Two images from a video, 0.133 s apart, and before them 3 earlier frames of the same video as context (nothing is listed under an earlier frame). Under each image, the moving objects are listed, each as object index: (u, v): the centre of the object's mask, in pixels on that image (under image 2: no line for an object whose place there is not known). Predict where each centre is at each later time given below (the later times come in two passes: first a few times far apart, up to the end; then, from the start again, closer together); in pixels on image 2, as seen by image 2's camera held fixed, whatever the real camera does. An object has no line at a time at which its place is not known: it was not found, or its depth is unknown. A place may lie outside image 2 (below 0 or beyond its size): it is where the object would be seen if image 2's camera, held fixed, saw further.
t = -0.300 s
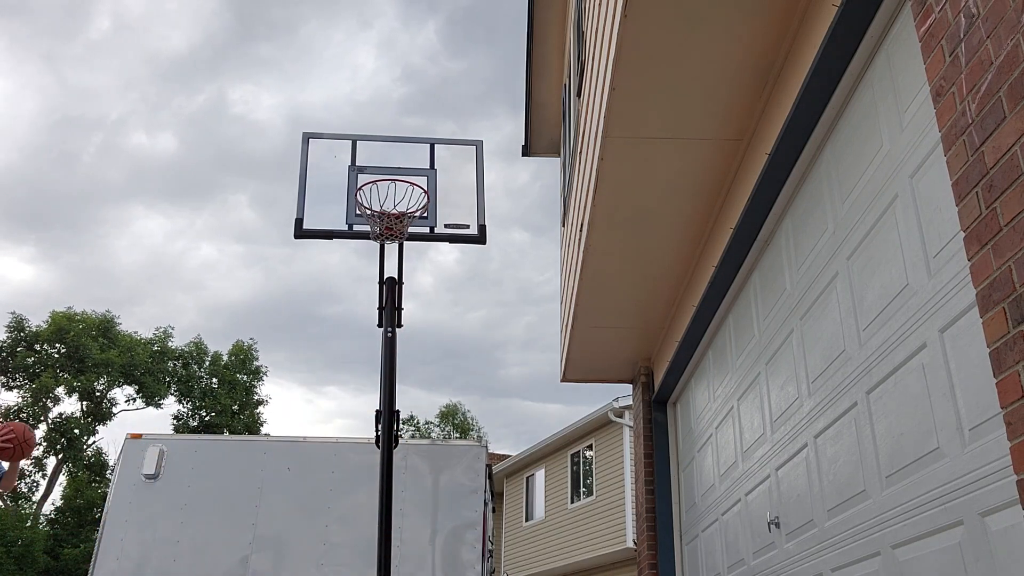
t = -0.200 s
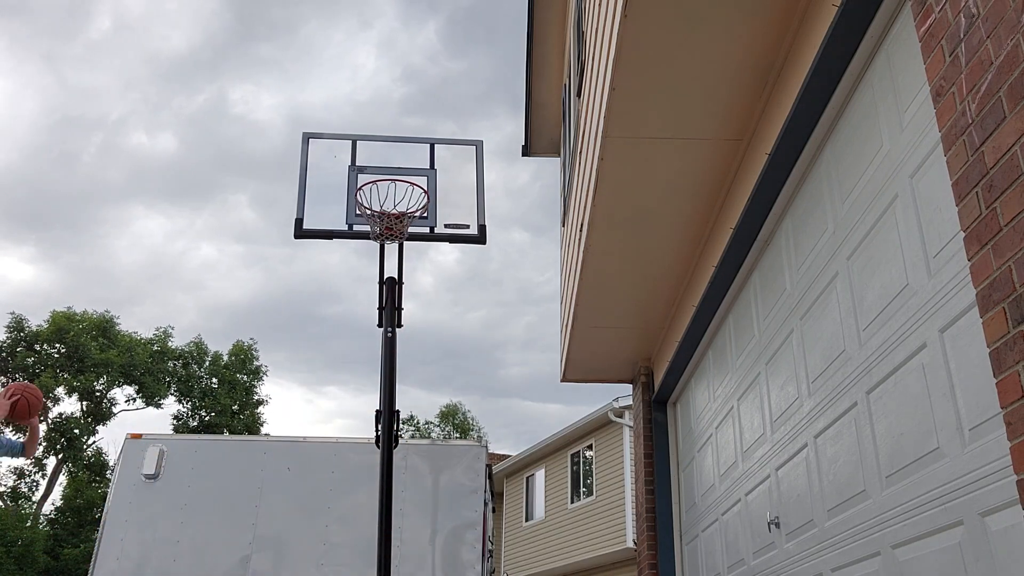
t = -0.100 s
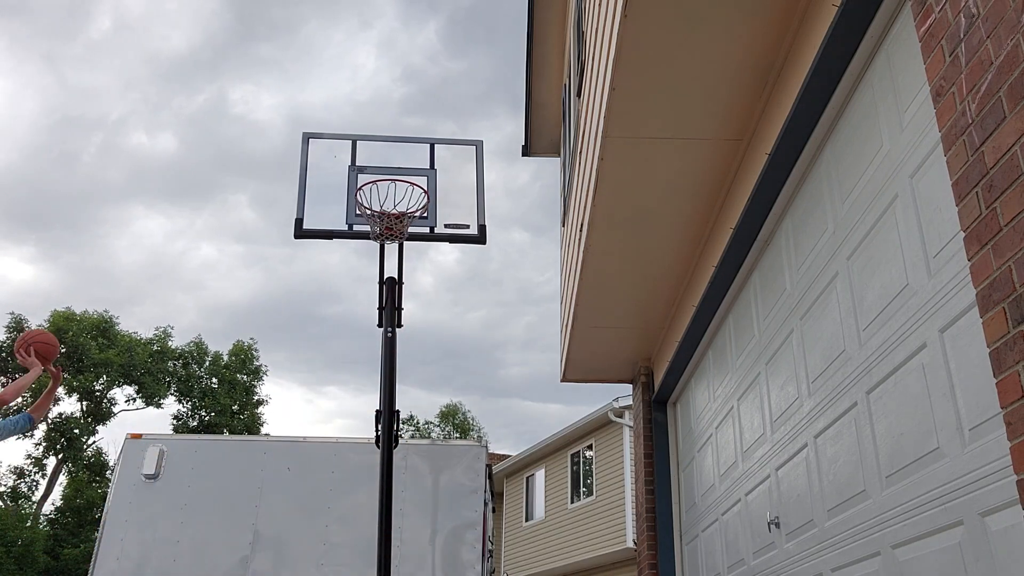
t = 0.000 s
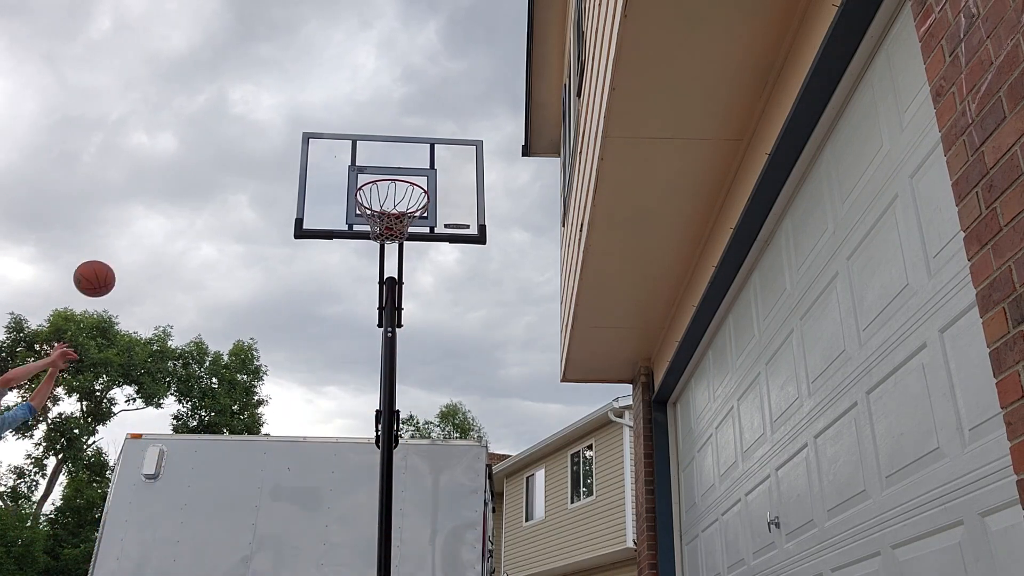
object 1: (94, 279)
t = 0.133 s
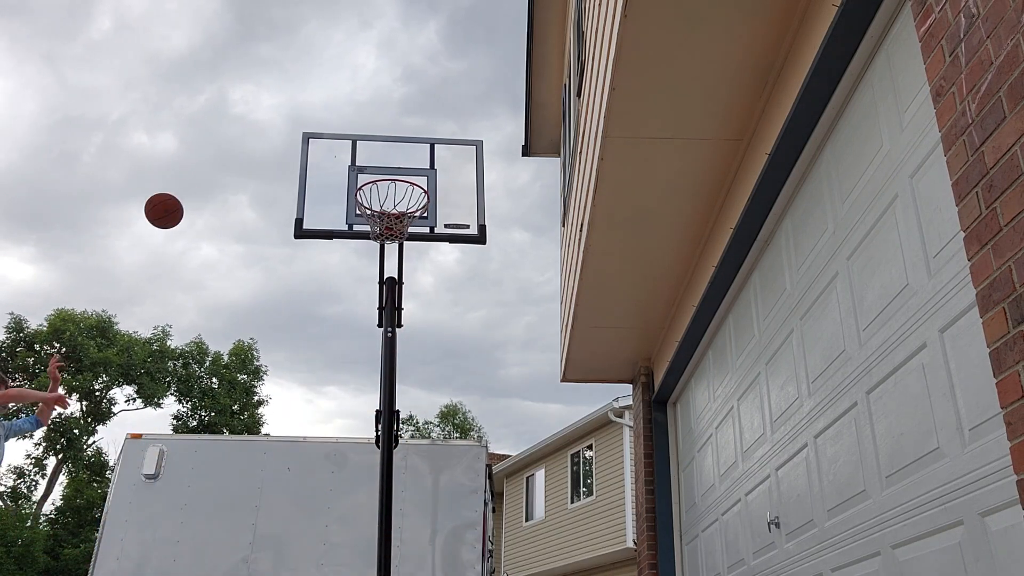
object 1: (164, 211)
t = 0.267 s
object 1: (223, 169)
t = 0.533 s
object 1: (327, 154)
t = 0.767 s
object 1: (409, 211)
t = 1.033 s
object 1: (385, 221)
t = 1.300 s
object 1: (389, 239)
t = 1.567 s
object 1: (403, 286)
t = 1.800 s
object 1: (409, 427)
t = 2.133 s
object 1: (413, 564)
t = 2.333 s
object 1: (418, 446)
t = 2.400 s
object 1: (418, 421)
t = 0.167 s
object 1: (179, 198)
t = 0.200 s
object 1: (195, 187)
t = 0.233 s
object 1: (209, 177)
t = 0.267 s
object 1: (223, 169)
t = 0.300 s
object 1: (237, 162)
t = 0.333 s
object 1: (251, 157)
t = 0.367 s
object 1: (264, 153)
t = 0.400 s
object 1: (277, 151)
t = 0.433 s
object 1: (290, 149)
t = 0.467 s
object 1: (302, 150)
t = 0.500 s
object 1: (315, 151)
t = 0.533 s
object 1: (327, 154)
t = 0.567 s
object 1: (338, 158)
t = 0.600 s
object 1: (350, 163)
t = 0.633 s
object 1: (361, 169)
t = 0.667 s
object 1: (373, 179)
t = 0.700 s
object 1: (384, 189)
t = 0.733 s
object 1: (396, 199)
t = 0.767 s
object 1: (409, 211)
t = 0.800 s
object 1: (416, 222)
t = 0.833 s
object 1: (413, 220)
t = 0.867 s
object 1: (409, 218)
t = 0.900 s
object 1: (403, 217)
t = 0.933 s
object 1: (398, 218)
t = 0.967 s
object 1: (394, 219)
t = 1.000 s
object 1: (389, 221)
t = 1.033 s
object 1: (385, 221)
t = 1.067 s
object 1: (382, 222)
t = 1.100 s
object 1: (380, 224)
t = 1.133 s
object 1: (379, 226)
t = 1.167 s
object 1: (381, 227)
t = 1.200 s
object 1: (382, 229)
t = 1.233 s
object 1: (385, 231)
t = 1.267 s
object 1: (387, 235)
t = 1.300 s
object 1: (389, 239)
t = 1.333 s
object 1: (391, 240)
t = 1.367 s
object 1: (393, 242)
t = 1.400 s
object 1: (395, 244)
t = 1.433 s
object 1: (397, 249)
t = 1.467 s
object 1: (399, 256)
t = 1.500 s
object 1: (400, 264)
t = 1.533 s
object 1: (402, 274)
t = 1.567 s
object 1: (403, 286)
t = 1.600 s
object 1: (404, 300)
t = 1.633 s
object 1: (405, 316)
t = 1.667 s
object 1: (406, 333)
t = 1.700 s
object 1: (407, 353)
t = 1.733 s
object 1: (408, 375)
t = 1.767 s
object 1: (408, 399)
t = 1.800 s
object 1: (409, 427)
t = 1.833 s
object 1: (409, 457)
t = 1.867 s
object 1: (409, 491)
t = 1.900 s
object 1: (409, 528)
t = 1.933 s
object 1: (409, 562)
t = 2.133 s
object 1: (413, 564)
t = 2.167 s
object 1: (414, 544)
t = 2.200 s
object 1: (415, 520)
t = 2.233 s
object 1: (416, 499)
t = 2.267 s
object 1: (417, 479)
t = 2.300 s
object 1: (417, 462)
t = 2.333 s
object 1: (418, 446)
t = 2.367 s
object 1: (418, 433)
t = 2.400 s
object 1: (418, 421)
